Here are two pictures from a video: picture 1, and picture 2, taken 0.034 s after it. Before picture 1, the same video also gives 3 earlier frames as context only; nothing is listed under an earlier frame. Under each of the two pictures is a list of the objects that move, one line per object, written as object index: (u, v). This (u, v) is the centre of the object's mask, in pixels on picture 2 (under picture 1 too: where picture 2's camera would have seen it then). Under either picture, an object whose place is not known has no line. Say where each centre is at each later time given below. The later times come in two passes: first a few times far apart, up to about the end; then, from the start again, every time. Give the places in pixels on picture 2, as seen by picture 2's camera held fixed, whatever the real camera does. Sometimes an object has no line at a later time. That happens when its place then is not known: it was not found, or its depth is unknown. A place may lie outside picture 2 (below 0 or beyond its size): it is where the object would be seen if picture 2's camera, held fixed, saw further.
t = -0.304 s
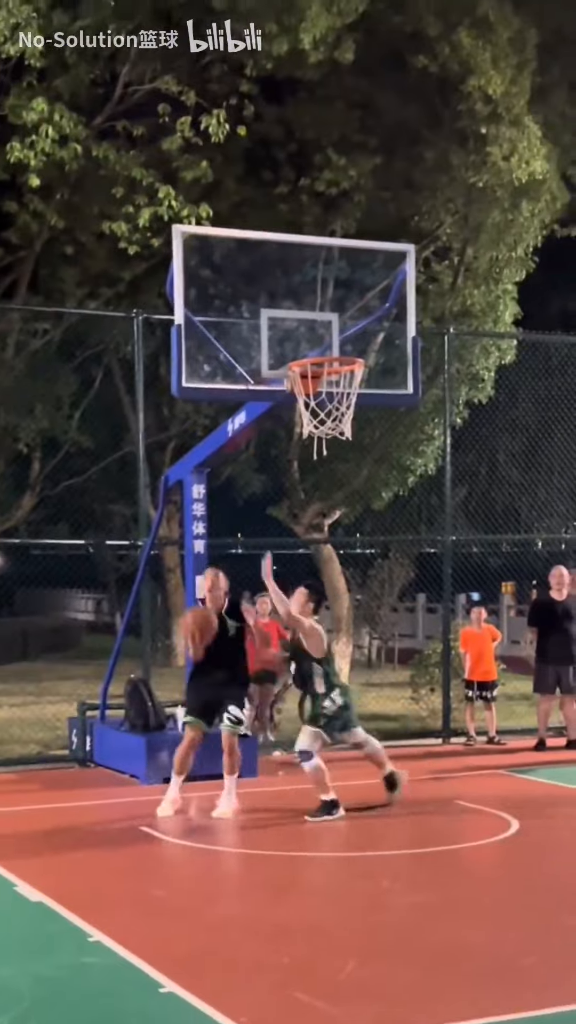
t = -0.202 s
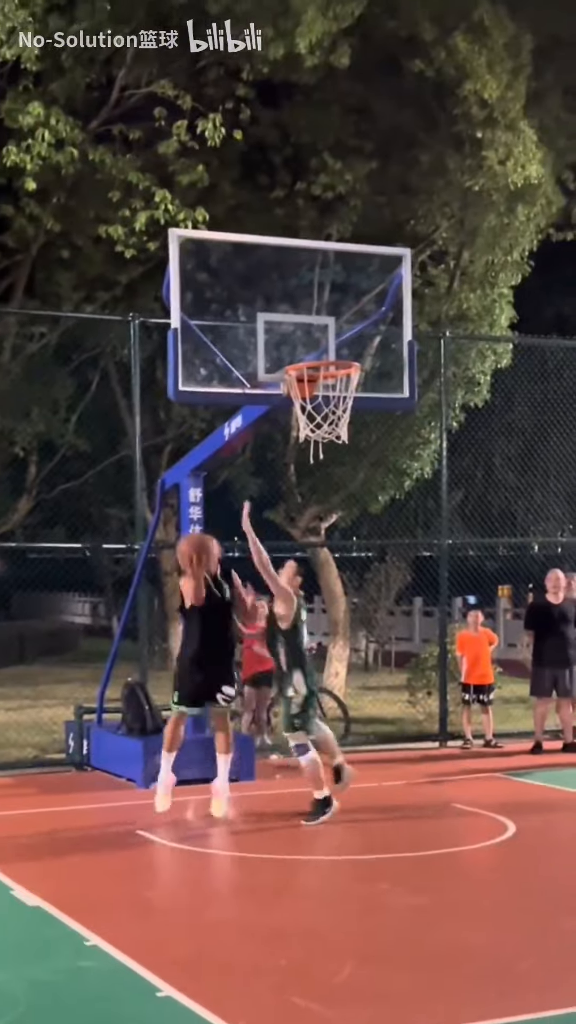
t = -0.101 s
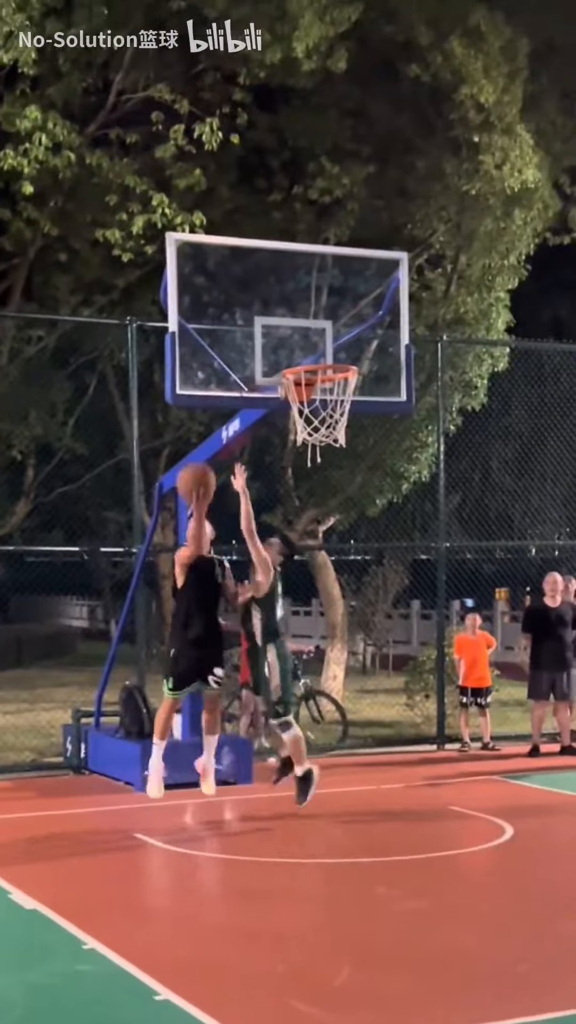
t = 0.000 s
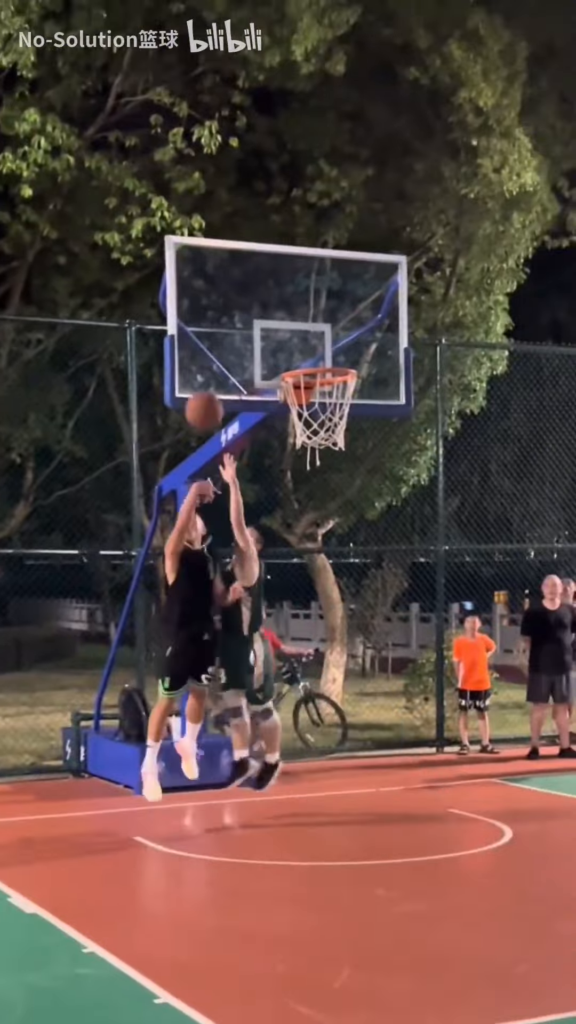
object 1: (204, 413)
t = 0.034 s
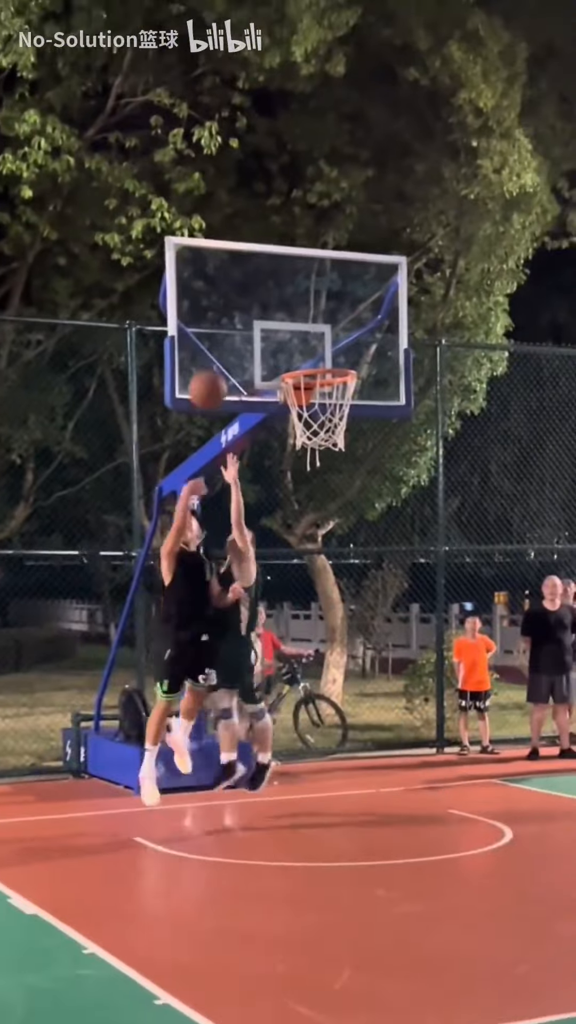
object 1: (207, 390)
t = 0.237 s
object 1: (227, 304)
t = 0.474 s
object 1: (262, 286)
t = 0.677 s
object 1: (326, 341)
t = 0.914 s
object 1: (318, 362)
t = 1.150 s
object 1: (323, 380)
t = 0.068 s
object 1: (211, 371)
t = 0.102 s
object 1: (214, 354)
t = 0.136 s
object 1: (218, 338)
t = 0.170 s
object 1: (221, 323)
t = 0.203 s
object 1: (224, 313)
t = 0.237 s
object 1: (227, 304)
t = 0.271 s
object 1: (230, 295)
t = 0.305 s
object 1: (233, 289)
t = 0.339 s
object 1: (237, 284)
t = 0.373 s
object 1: (240, 282)
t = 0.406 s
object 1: (243, 281)
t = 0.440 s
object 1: (251, 283)
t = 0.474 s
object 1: (262, 286)
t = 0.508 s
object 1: (272, 291)
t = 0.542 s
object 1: (282, 298)
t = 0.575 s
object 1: (293, 306)
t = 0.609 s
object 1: (303, 316)
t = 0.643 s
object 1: (313, 328)
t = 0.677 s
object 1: (326, 341)
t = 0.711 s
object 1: (335, 356)
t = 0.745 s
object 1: (336, 366)
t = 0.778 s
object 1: (324, 362)
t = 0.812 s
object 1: (308, 362)
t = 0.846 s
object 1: (302, 363)
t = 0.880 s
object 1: (309, 362)
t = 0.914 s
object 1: (318, 362)
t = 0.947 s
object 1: (328, 371)
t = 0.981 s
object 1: (329, 369)
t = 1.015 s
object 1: (328, 369)
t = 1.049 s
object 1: (327, 369)
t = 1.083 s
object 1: (325, 371)
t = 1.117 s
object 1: (321, 377)
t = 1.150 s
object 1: (323, 380)
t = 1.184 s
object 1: (312, 390)
